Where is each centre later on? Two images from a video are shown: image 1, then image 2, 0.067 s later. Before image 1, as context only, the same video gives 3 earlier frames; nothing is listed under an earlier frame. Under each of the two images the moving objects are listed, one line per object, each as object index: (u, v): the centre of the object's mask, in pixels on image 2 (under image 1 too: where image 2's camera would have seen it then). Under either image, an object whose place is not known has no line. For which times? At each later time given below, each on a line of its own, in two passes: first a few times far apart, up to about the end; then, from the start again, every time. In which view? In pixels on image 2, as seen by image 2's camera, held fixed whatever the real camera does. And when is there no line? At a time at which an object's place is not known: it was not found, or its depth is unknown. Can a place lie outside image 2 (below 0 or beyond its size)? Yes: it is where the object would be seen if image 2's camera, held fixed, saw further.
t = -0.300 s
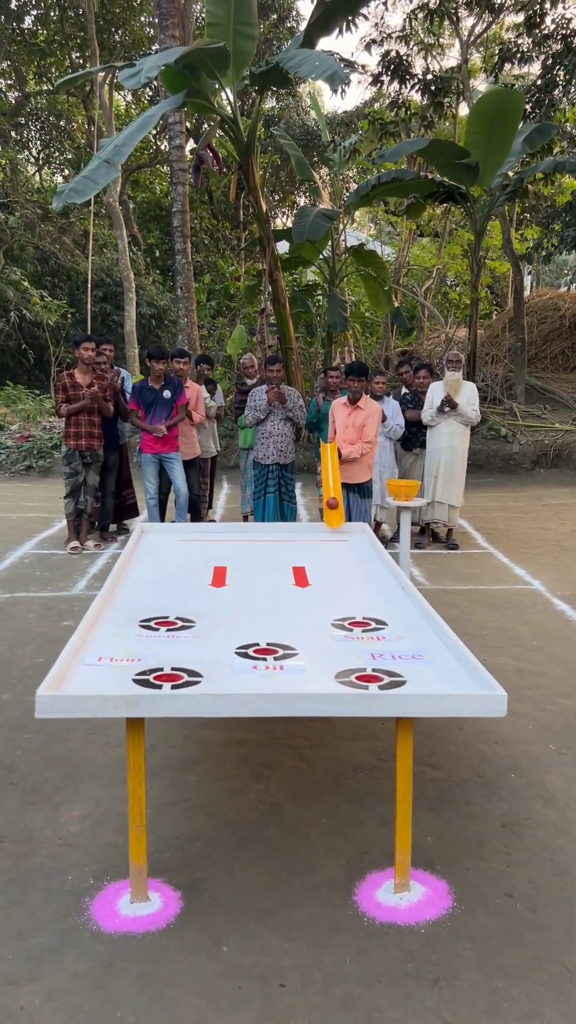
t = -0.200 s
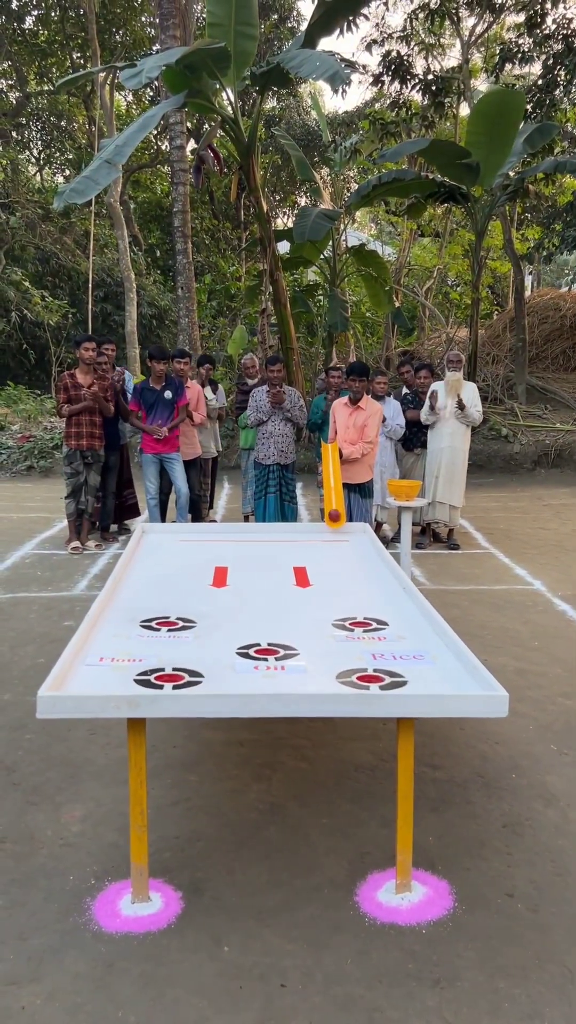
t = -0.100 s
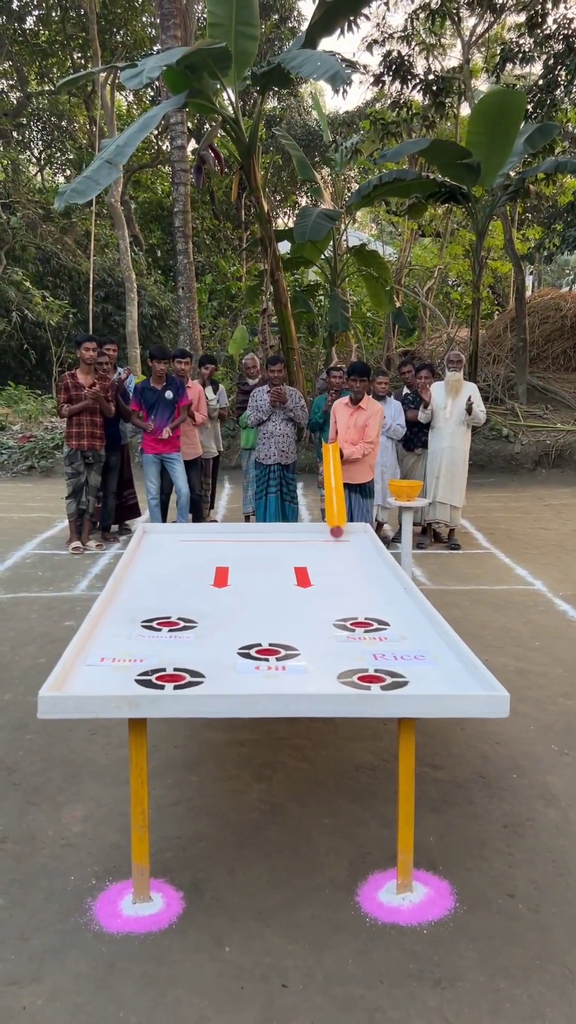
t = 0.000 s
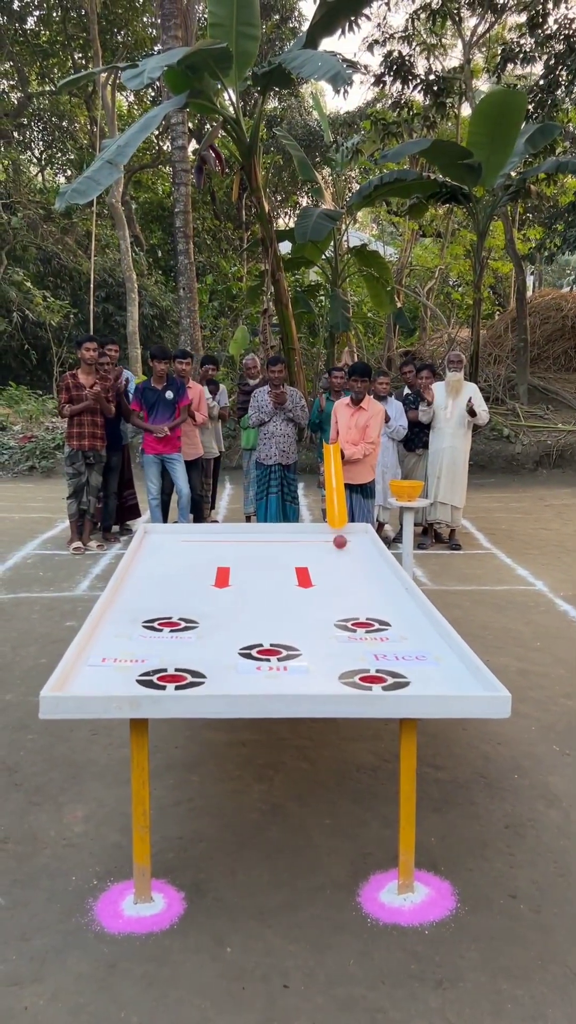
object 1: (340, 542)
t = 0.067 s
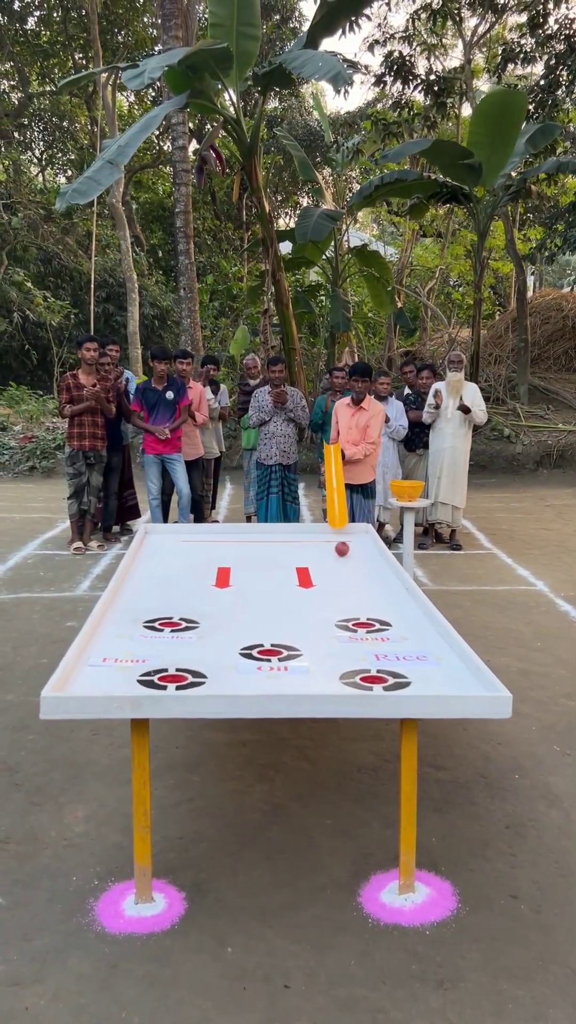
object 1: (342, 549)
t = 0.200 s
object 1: (344, 560)
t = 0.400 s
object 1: (347, 580)
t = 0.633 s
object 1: (348, 606)
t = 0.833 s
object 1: (347, 630)
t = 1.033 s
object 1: (344, 658)
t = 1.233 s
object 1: (340, 683)
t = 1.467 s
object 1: (325, 681)
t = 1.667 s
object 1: (312, 674)
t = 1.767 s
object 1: (306, 669)
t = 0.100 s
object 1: (342, 552)
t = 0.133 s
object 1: (343, 555)
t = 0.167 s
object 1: (344, 558)
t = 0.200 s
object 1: (344, 560)
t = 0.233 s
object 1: (345, 564)
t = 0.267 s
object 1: (345, 566)
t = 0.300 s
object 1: (346, 571)
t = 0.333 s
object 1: (346, 574)
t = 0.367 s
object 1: (347, 576)
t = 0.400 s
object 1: (347, 580)
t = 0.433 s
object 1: (347, 584)
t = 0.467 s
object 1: (348, 588)
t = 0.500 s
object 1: (348, 590)
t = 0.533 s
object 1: (348, 594)
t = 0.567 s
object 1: (348, 598)
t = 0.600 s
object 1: (348, 602)
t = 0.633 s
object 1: (348, 606)
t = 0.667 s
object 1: (348, 609)
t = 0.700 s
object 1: (348, 613)
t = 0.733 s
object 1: (348, 617)
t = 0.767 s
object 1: (347, 622)
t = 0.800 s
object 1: (347, 626)
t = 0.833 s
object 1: (347, 630)
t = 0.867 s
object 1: (346, 634)
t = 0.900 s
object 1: (346, 639)
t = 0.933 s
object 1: (345, 642)
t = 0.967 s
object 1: (345, 648)
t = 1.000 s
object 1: (344, 652)
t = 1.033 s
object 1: (344, 658)
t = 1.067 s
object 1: (343, 662)
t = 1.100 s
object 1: (343, 667)
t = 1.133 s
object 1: (342, 672)
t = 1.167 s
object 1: (341, 678)
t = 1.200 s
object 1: (341, 681)
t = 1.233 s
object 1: (340, 683)
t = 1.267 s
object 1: (339, 685)
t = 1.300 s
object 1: (336, 684)
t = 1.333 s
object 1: (334, 683)
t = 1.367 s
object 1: (331, 683)
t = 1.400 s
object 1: (329, 682)
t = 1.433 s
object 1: (327, 681)
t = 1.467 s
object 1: (325, 681)
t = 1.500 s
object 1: (323, 680)
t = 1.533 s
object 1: (320, 679)
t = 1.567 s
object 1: (318, 678)
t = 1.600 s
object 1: (316, 676)
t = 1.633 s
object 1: (314, 675)
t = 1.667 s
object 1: (312, 674)
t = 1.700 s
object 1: (310, 672)
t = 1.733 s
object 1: (308, 671)
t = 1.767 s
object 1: (306, 669)
